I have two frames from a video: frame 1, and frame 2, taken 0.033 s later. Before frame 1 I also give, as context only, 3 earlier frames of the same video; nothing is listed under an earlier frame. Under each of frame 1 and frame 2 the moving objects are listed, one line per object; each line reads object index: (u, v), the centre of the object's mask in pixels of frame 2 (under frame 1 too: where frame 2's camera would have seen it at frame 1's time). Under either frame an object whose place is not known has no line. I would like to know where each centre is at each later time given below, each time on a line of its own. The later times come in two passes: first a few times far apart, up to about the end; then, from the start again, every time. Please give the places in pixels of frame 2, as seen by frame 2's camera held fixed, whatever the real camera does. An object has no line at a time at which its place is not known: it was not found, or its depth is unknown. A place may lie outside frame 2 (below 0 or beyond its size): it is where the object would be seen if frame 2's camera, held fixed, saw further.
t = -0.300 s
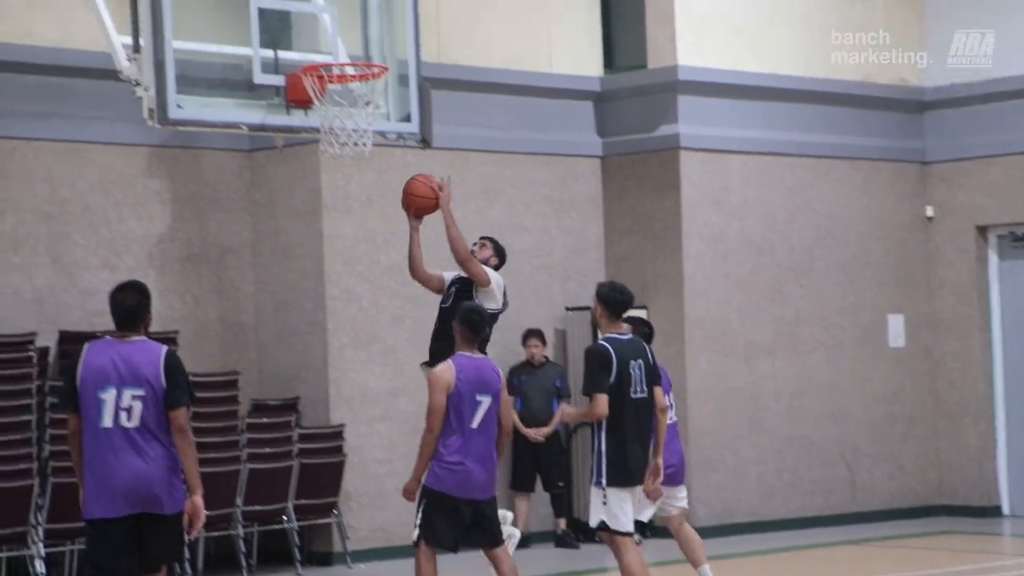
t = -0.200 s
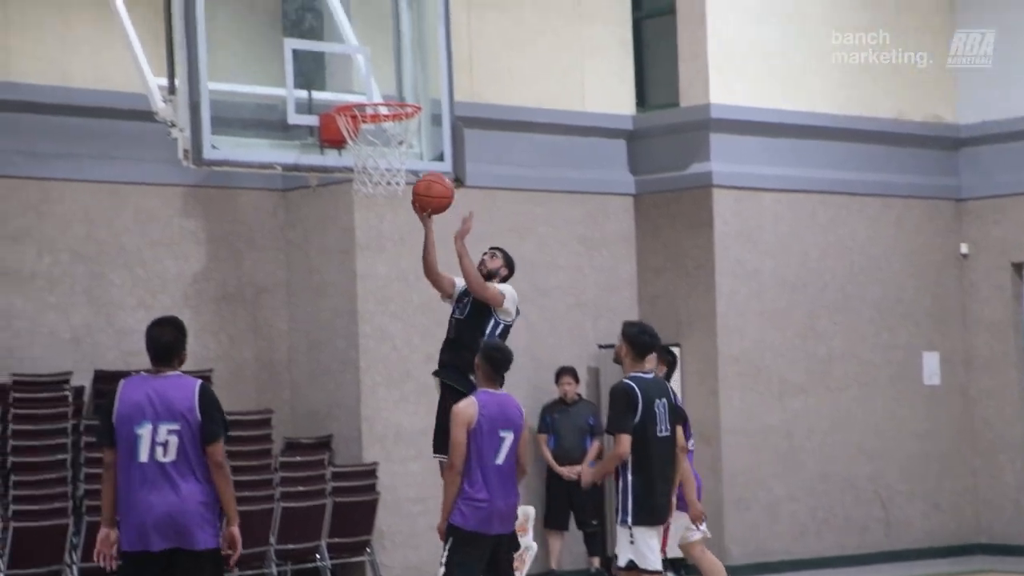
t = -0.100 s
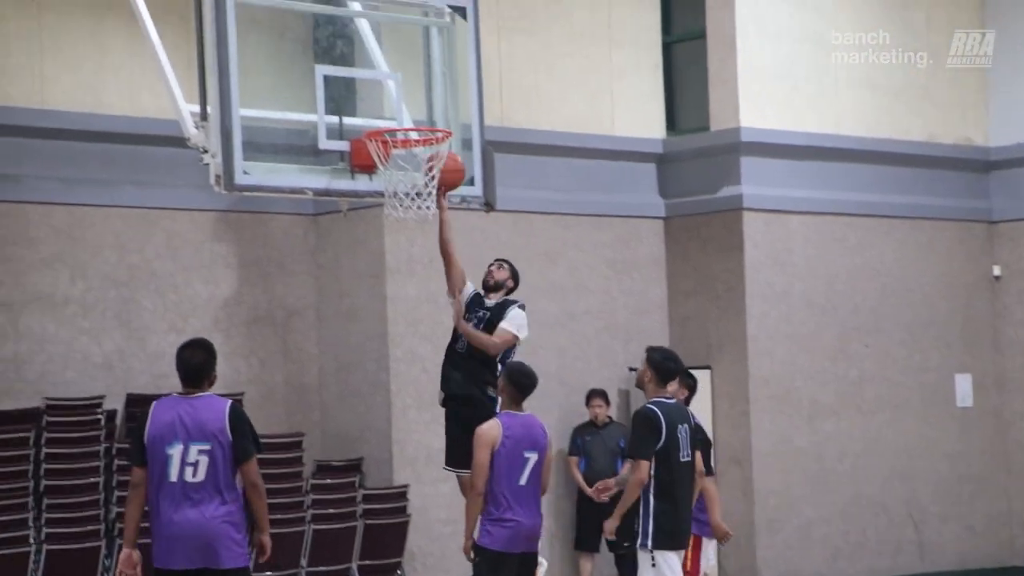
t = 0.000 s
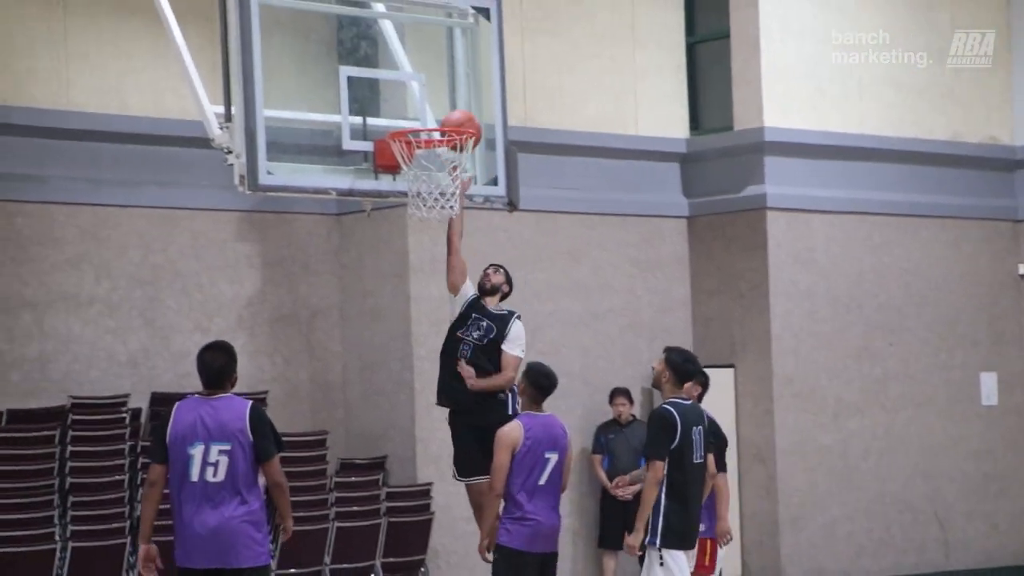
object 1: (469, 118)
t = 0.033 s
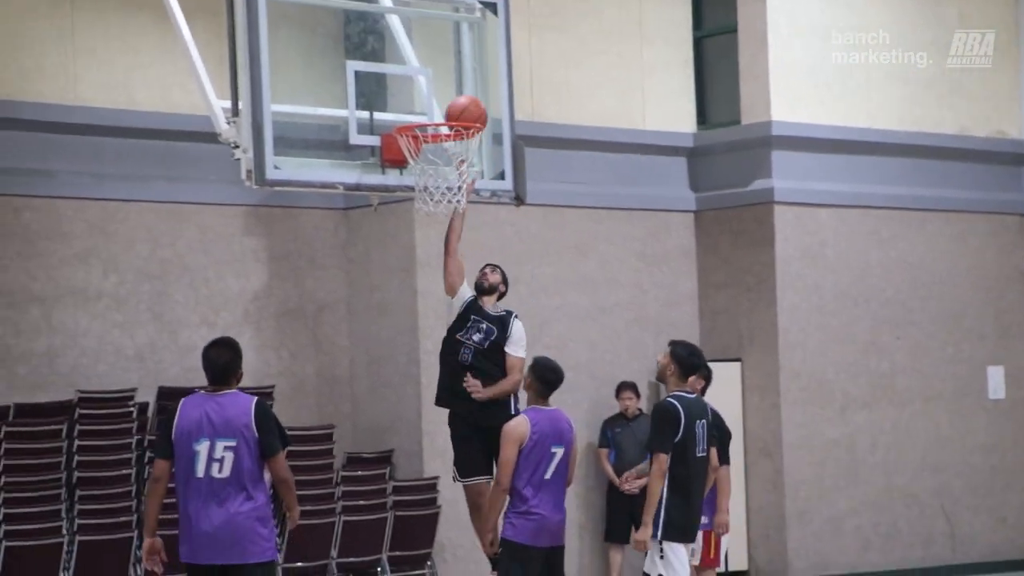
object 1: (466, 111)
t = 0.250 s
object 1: (460, 100)
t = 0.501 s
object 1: (453, 175)
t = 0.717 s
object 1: (434, 269)
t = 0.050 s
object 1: (466, 108)
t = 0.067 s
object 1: (465, 106)
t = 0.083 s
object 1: (465, 104)
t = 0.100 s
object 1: (464, 102)
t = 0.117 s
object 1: (464, 100)
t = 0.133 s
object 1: (463, 98)
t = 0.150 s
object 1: (463, 97)
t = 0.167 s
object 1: (462, 96)
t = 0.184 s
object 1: (462, 96)
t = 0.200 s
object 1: (461, 96)
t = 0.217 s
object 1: (461, 97)
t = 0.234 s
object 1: (460, 98)
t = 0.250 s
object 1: (460, 100)
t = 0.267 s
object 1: (459, 101)
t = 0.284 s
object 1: (459, 103)
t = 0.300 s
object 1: (459, 105)
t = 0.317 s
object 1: (459, 107)
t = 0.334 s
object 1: (459, 109)
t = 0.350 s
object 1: (459, 120)
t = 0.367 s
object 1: (458, 125)
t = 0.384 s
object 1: (457, 132)
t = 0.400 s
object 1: (458, 137)
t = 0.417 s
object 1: (457, 146)
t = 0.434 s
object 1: (457, 150)
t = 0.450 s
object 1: (456, 158)
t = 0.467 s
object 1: (455, 164)
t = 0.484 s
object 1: (454, 170)
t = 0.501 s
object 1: (453, 175)
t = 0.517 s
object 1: (451, 180)
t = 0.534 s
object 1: (450, 185)
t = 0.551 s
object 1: (448, 191)
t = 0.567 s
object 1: (448, 196)
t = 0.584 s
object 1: (445, 205)
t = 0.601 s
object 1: (445, 209)
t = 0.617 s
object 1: (443, 215)
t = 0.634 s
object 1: (441, 223)
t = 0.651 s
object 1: (440, 231)
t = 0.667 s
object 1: (438, 240)
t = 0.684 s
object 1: (437, 249)
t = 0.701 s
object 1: (436, 259)
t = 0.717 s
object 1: (434, 269)
